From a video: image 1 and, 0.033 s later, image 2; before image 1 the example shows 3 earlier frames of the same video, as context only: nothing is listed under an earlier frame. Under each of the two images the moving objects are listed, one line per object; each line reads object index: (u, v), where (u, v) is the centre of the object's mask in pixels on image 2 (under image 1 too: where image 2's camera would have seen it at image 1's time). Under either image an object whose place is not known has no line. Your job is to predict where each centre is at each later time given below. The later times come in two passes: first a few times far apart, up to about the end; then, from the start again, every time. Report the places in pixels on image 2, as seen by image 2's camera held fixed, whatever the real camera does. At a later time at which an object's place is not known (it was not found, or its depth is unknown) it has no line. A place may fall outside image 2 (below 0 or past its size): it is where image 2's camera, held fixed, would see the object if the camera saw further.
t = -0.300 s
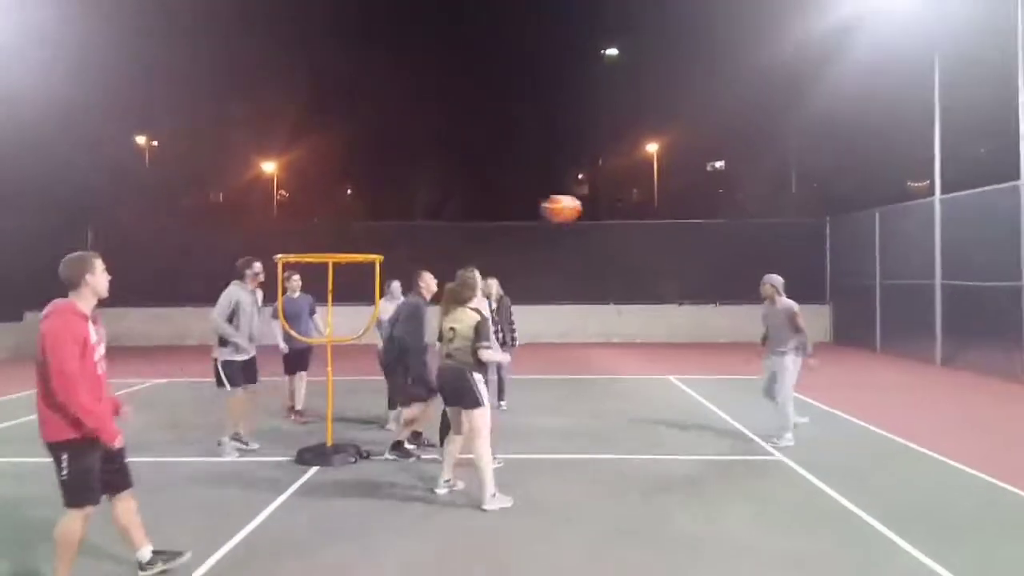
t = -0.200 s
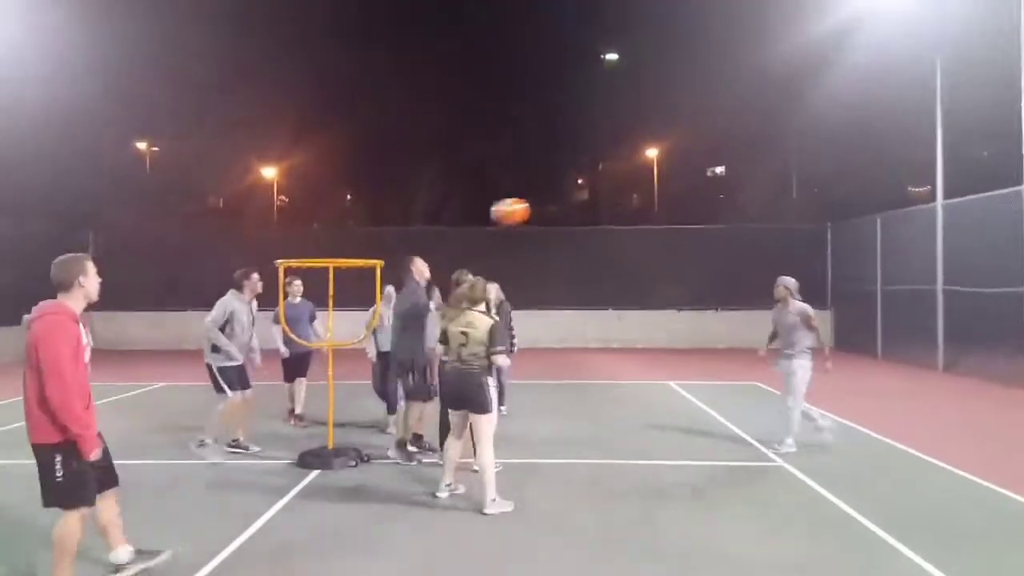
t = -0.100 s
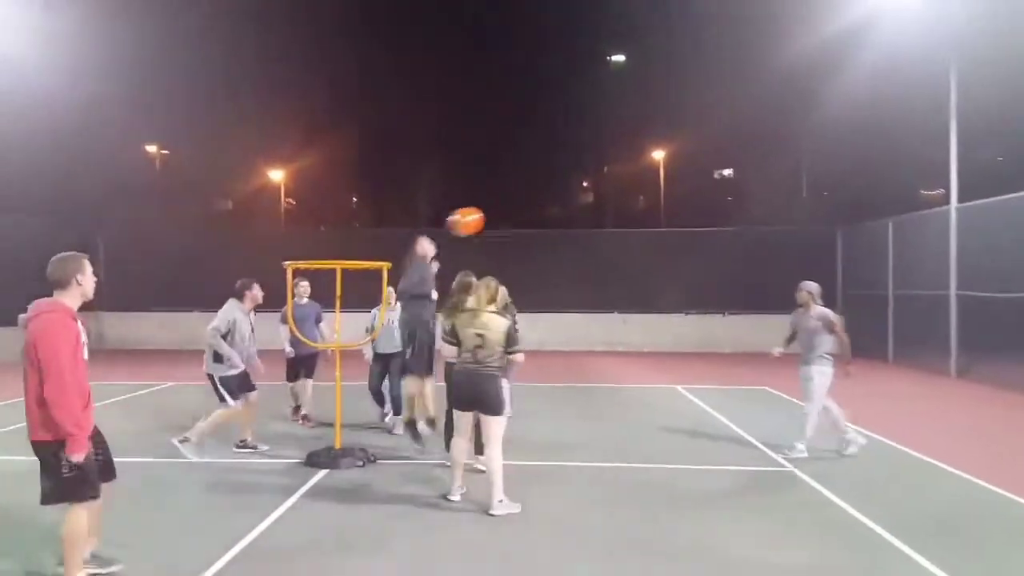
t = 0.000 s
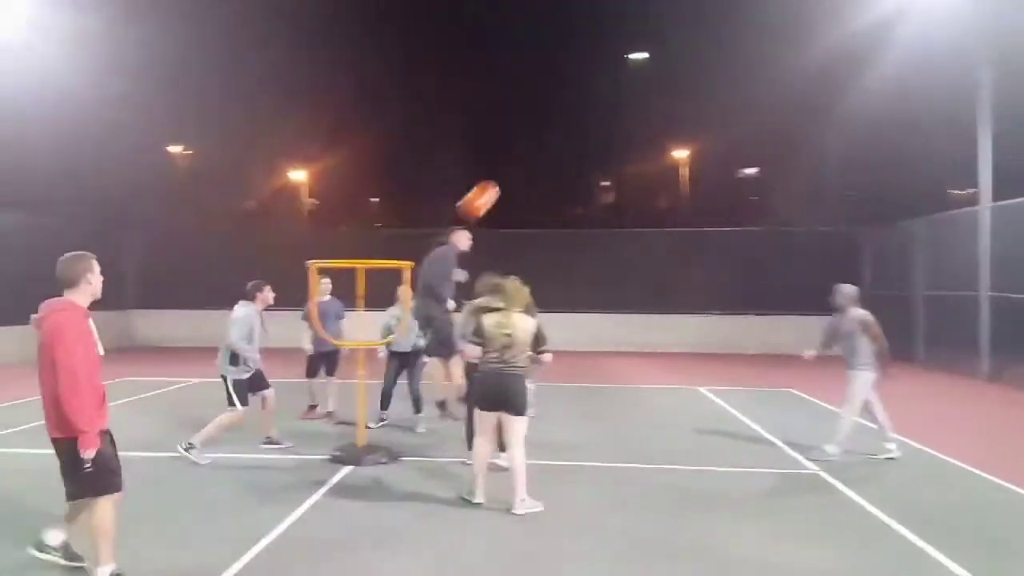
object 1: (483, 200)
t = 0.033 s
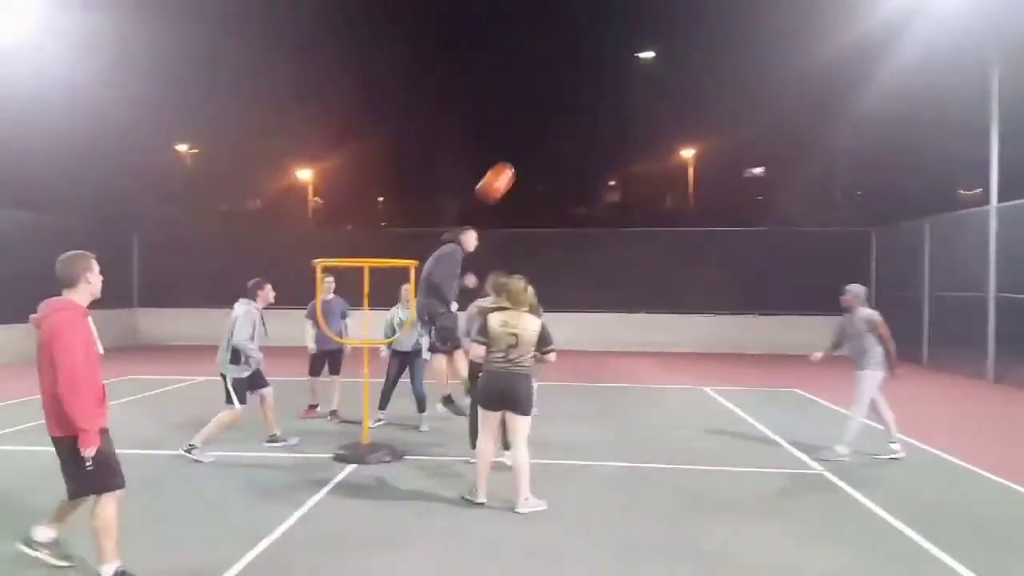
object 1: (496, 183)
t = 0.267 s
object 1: (573, 89)
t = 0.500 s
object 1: (644, 48)
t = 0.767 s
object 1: (718, 65)
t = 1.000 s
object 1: (776, 128)
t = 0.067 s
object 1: (507, 166)
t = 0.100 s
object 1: (515, 150)
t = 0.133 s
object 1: (526, 137)
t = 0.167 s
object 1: (539, 123)
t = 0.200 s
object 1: (550, 111)
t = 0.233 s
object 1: (562, 99)
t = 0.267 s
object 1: (573, 89)
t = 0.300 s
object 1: (584, 80)
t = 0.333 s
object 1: (595, 72)
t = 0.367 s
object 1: (606, 66)
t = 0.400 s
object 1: (615, 59)
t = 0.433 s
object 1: (625, 54)
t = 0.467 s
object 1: (634, 50)
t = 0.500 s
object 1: (644, 48)
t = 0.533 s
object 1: (654, 46)
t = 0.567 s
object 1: (665, 45)
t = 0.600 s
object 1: (673, 47)
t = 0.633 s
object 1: (682, 49)
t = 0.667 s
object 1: (692, 51)
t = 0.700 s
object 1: (701, 55)
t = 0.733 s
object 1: (710, 60)
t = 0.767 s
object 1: (718, 65)
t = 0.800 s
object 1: (726, 71)
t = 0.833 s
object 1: (734, 79)
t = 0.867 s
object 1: (744, 87)
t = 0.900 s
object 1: (752, 96)
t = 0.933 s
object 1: (761, 106)
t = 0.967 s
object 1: (769, 117)
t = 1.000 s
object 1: (776, 128)
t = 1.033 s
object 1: (785, 141)
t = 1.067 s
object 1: (793, 156)
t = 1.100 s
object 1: (802, 170)
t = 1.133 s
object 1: (809, 187)
